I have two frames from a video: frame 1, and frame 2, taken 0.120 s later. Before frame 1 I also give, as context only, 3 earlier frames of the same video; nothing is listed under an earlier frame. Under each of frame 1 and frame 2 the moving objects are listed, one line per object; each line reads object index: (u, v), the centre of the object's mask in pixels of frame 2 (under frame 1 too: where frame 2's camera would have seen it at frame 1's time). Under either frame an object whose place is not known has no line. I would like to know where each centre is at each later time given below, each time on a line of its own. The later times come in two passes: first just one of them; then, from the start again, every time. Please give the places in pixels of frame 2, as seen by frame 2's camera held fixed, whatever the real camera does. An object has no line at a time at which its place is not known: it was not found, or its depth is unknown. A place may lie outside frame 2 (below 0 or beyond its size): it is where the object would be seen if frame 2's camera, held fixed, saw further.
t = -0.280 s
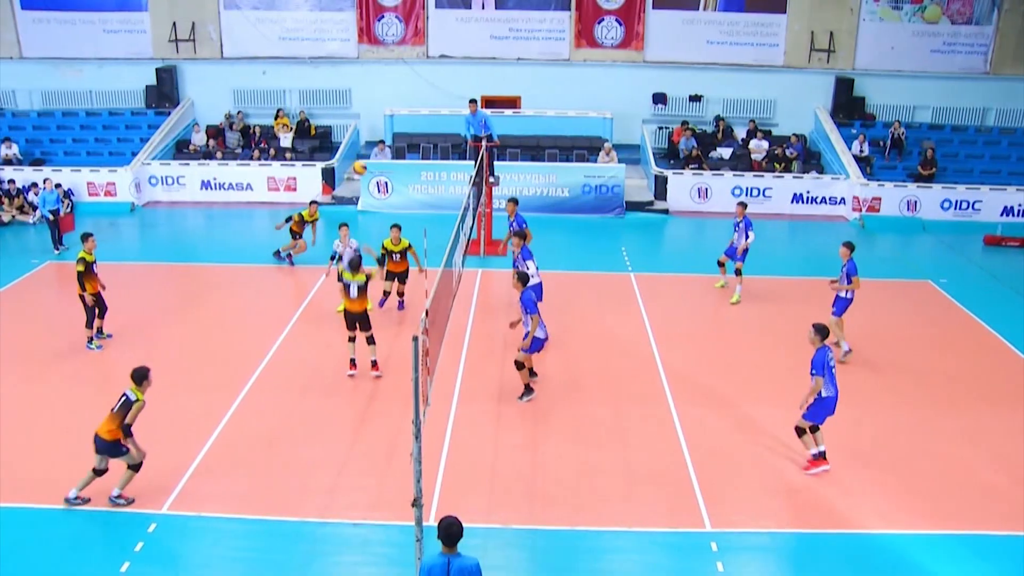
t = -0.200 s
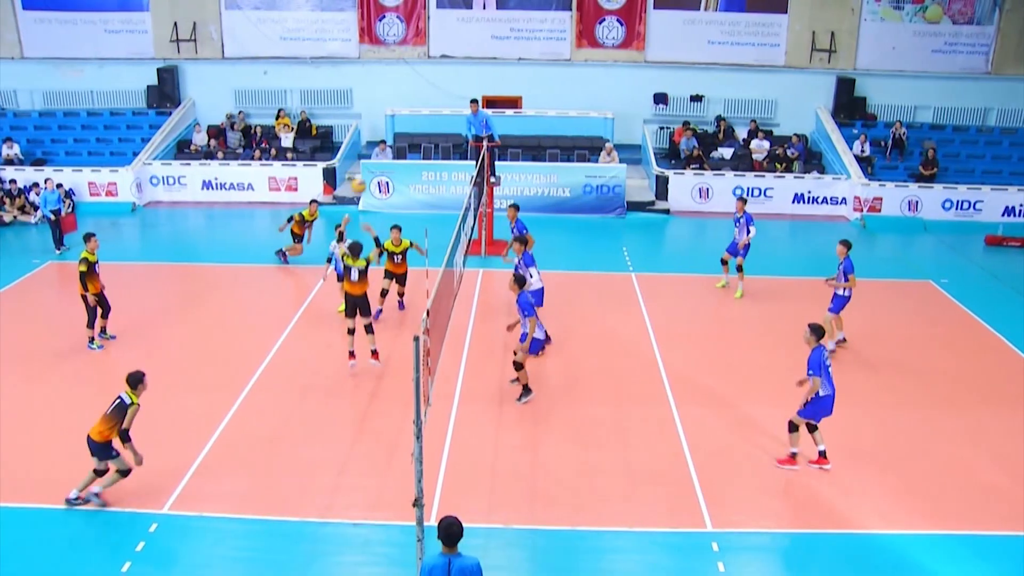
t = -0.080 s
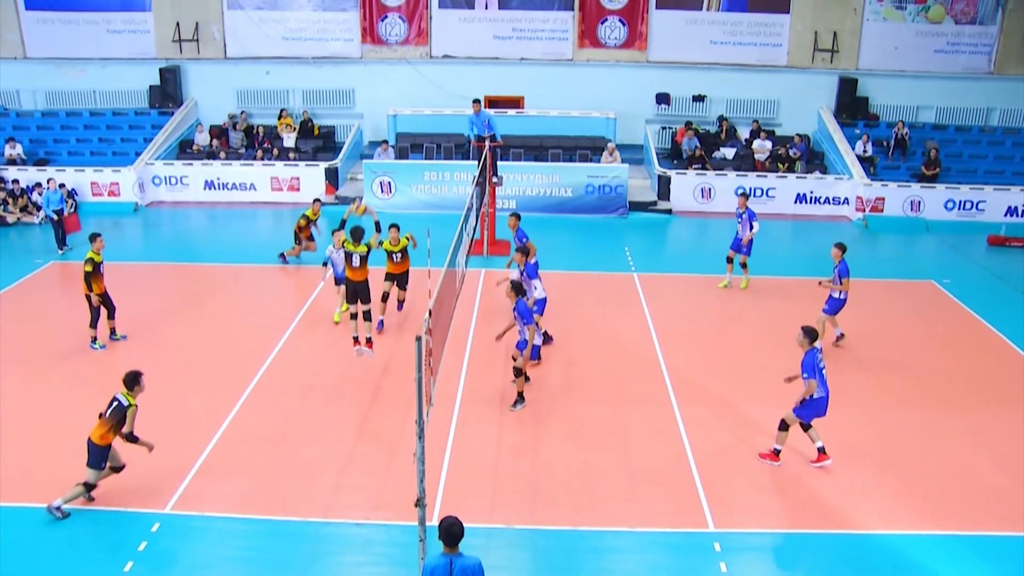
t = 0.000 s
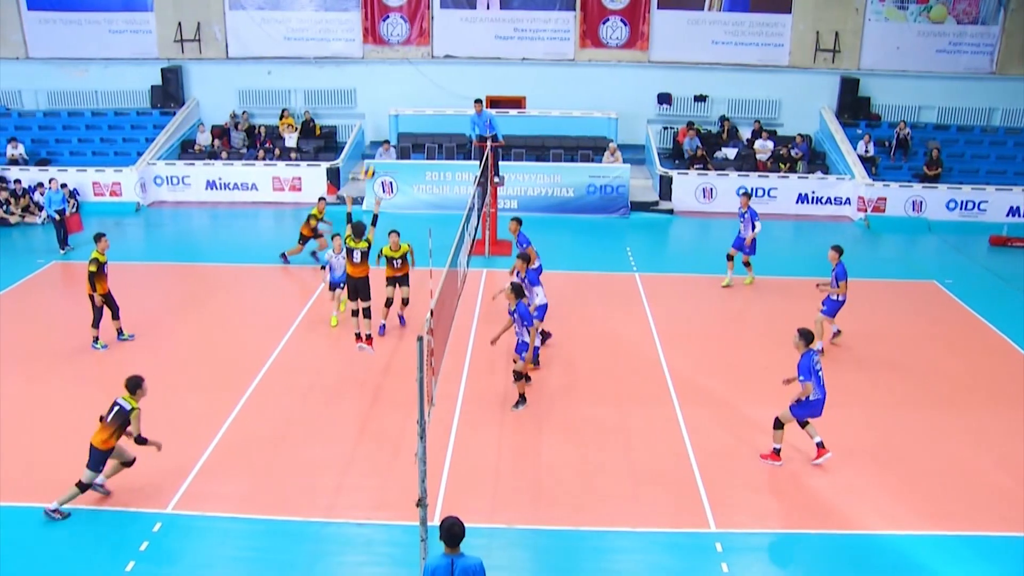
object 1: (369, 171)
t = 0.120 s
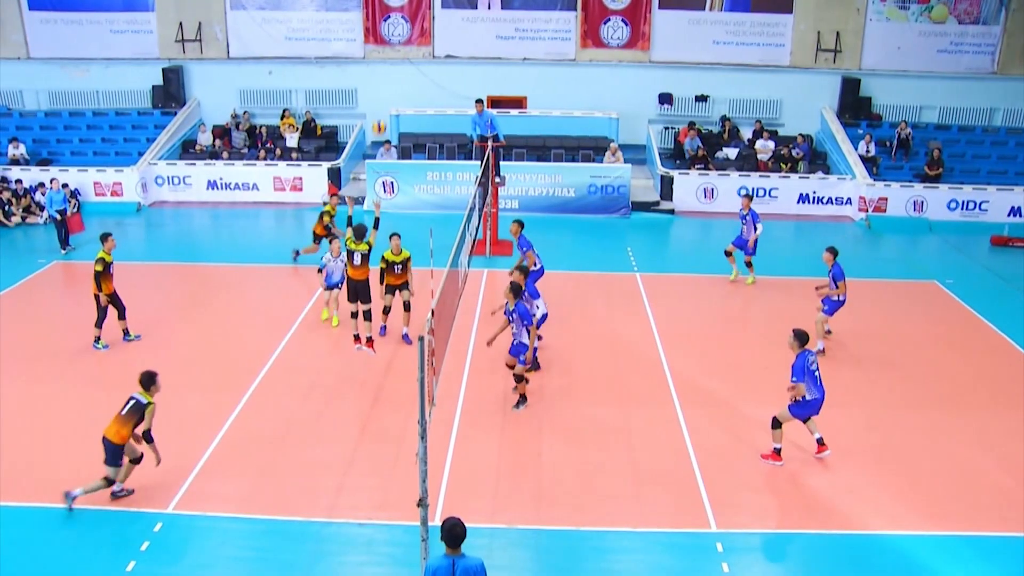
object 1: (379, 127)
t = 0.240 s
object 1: (388, 94)
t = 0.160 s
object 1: (382, 114)
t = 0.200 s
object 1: (385, 104)
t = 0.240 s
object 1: (388, 94)
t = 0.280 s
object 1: (391, 86)
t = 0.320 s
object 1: (393, 79)
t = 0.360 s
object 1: (397, 72)
